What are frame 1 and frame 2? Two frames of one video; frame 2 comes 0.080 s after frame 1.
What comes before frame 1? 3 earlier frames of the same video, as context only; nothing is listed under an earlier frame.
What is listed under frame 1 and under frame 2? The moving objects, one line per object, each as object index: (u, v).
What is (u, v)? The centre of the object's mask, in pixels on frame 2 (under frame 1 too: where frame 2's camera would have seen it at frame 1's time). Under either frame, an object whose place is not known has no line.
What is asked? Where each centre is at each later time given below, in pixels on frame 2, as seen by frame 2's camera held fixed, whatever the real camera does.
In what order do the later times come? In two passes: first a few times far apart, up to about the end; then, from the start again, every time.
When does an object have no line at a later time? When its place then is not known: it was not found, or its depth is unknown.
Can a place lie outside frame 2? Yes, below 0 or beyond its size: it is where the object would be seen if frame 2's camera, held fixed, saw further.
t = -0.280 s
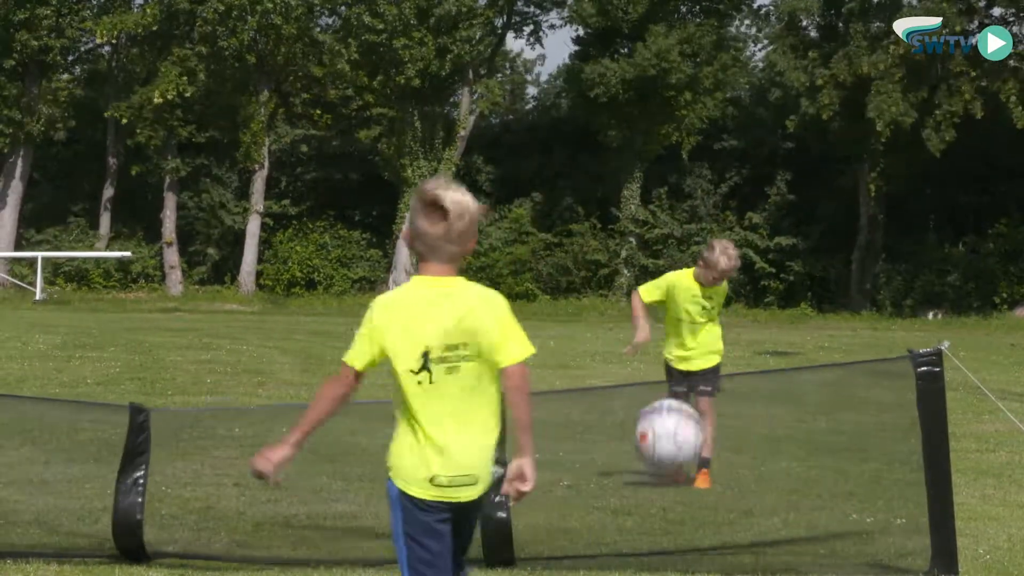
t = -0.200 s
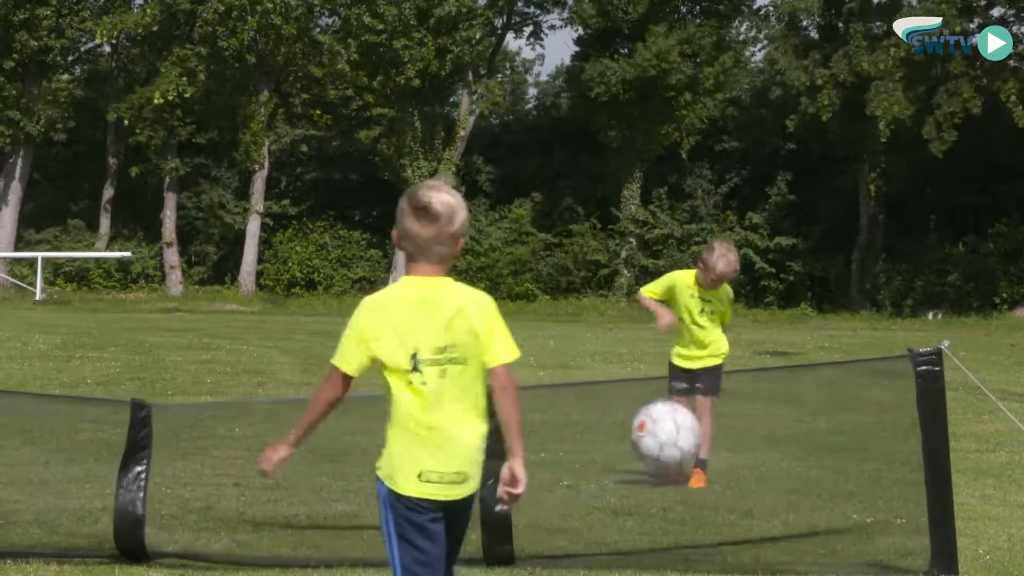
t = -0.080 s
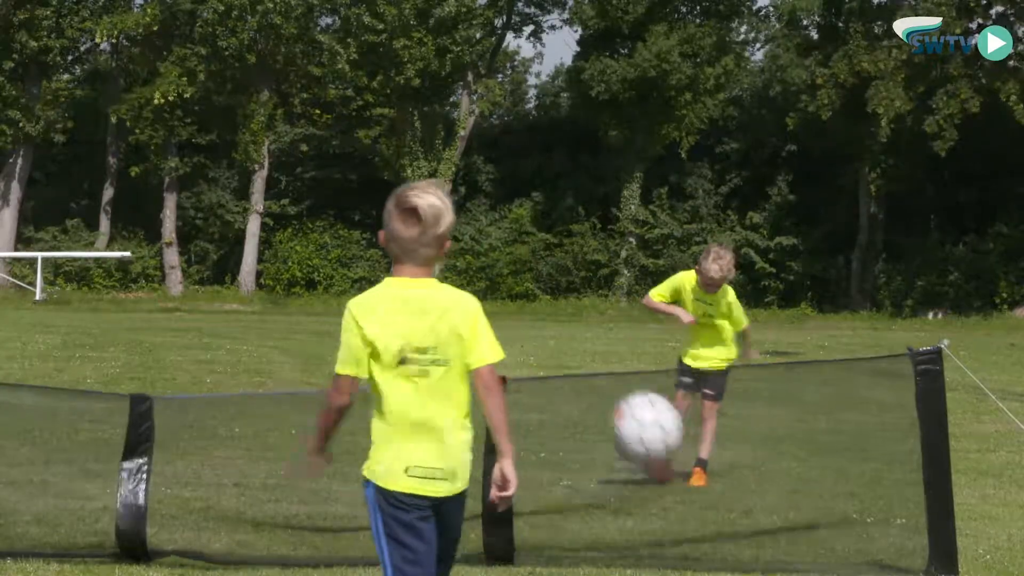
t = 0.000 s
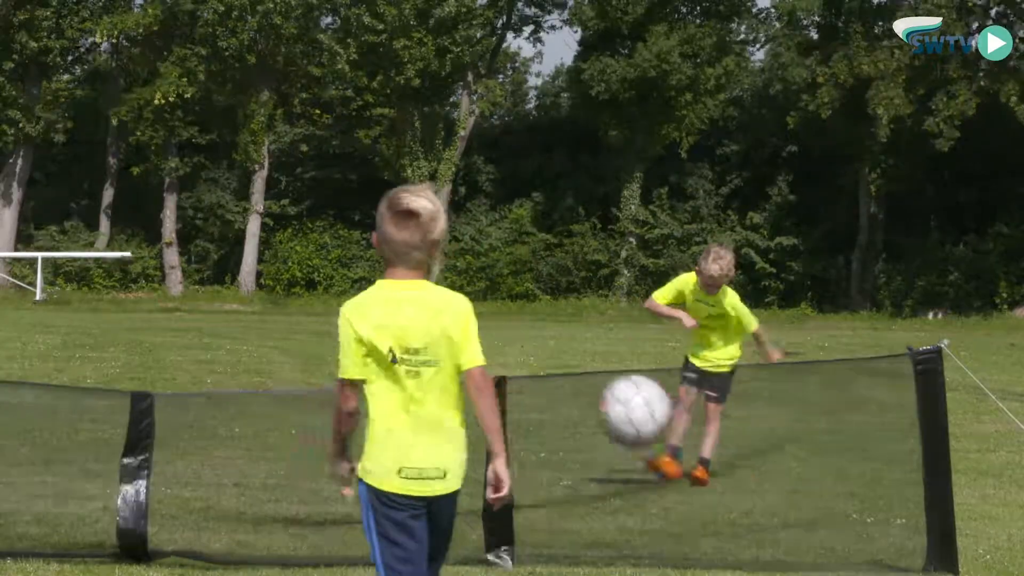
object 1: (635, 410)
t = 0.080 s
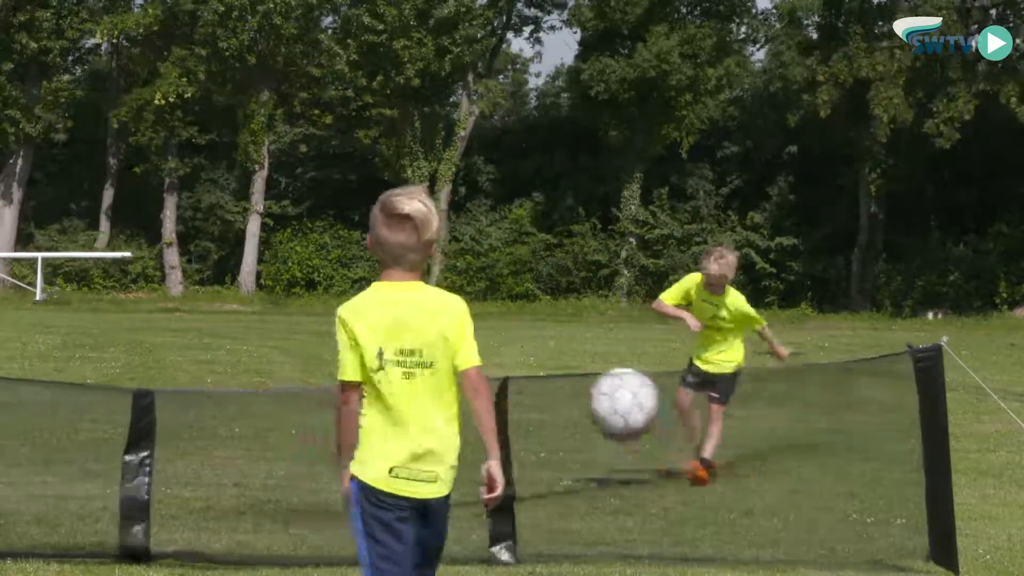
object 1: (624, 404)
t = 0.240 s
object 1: (602, 421)
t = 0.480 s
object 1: (576, 435)
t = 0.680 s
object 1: (560, 453)
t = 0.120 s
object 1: (618, 404)
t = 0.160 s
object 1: (613, 406)
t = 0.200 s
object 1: (607, 413)
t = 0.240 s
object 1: (602, 421)
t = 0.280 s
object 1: (597, 431)
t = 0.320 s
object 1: (592, 448)
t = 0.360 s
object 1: (587, 451)
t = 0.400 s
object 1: (582, 445)
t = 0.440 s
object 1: (579, 439)
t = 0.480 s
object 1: (576, 435)
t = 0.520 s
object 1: (573, 435)
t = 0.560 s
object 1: (570, 438)
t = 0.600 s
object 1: (567, 443)
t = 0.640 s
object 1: (564, 450)
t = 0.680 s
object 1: (560, 453)
